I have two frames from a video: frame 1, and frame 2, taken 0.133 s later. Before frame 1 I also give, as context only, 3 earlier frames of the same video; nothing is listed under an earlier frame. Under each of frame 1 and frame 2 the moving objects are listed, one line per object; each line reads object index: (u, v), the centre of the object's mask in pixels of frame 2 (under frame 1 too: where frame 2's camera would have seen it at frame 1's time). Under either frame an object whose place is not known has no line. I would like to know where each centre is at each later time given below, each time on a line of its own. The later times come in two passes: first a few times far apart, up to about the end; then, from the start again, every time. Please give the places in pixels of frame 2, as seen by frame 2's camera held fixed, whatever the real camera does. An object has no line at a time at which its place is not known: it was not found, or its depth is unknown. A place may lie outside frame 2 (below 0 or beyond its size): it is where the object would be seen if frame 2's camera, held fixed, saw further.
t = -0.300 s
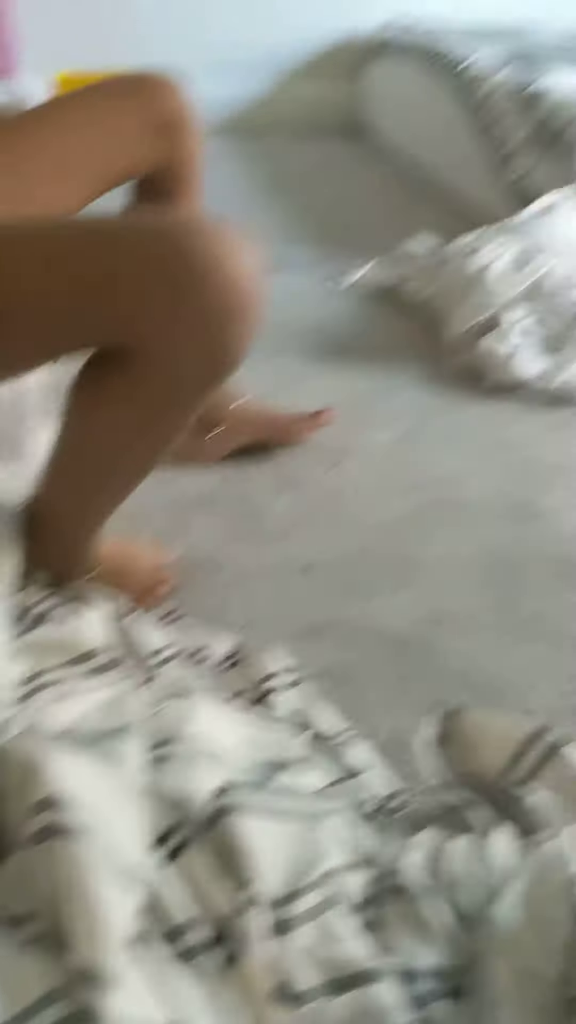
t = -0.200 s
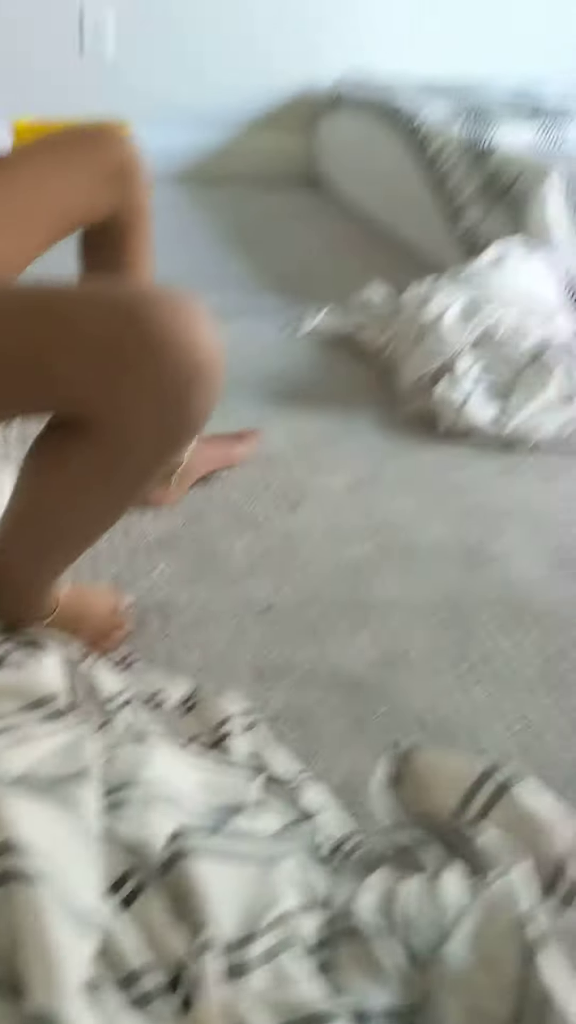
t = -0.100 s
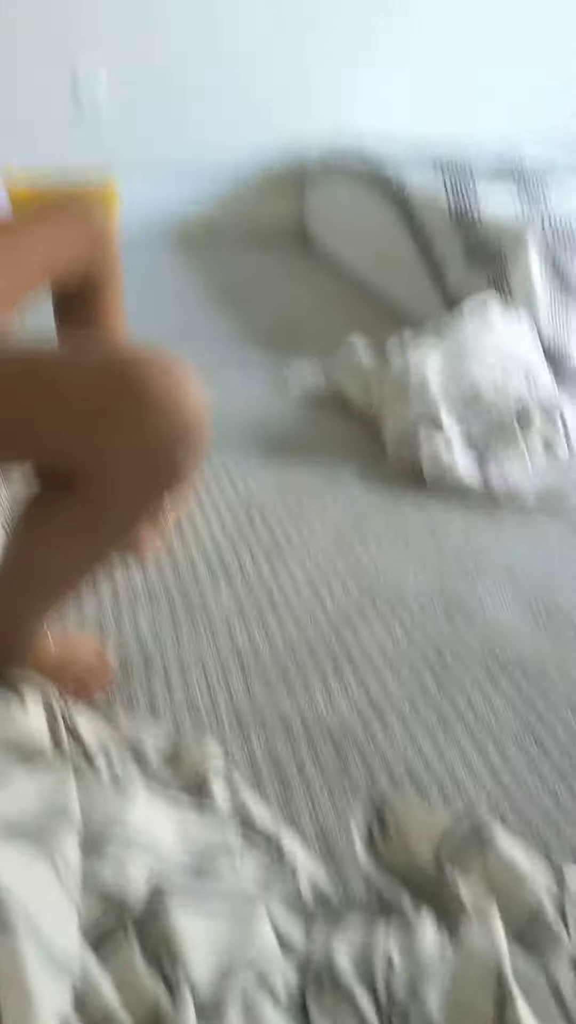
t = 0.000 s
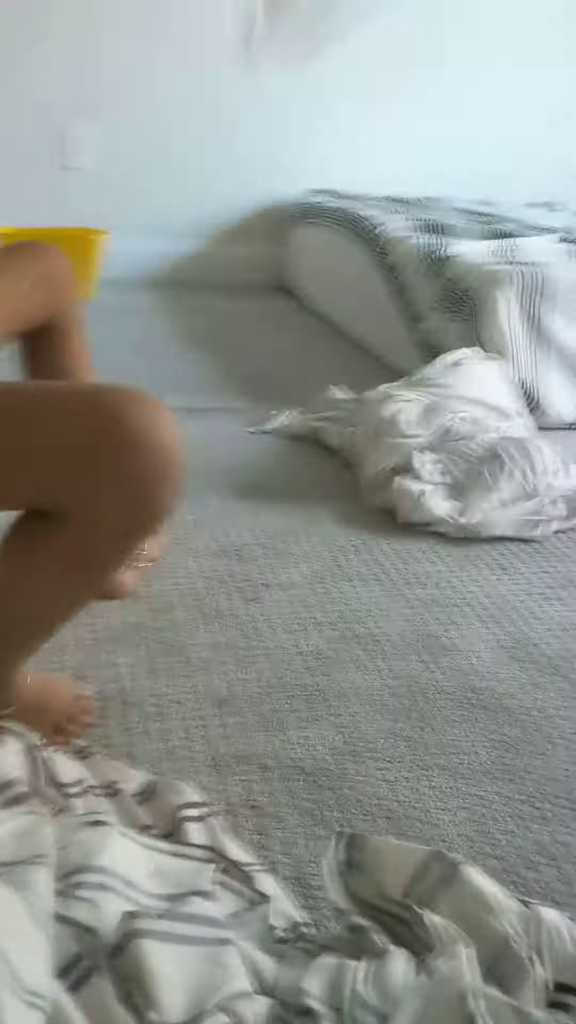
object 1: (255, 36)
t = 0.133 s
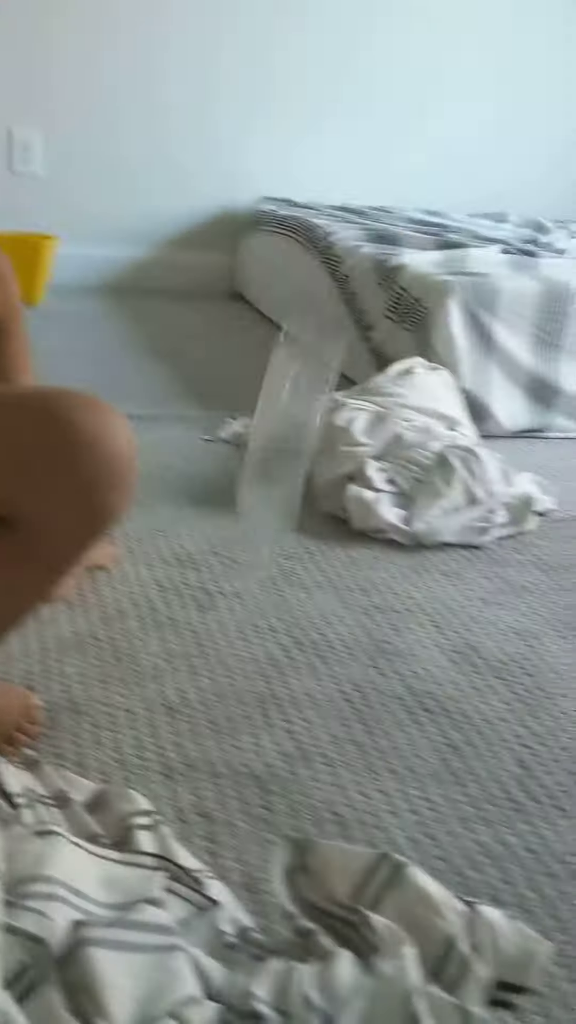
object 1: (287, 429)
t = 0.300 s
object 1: (182, 658)
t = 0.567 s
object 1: (125, 732)
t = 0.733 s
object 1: (133, 730)
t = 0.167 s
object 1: (272, 546)
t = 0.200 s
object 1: (254, 581)
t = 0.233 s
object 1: (231, 597)
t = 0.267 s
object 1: (211, 618)
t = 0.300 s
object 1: (182, 658)
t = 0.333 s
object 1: (160, 698)
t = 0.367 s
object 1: (143, 724)
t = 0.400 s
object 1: (124, 730)
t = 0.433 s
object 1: (121, 733)
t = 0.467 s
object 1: (121, 732)
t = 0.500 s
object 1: (123, 733)
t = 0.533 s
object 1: (125, 732)
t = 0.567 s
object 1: (125, 732)
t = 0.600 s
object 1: (126, 732)
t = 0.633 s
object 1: (127, 732)
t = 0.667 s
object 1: (128, 732)
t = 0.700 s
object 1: (131, 731)
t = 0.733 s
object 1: (133, 730)
